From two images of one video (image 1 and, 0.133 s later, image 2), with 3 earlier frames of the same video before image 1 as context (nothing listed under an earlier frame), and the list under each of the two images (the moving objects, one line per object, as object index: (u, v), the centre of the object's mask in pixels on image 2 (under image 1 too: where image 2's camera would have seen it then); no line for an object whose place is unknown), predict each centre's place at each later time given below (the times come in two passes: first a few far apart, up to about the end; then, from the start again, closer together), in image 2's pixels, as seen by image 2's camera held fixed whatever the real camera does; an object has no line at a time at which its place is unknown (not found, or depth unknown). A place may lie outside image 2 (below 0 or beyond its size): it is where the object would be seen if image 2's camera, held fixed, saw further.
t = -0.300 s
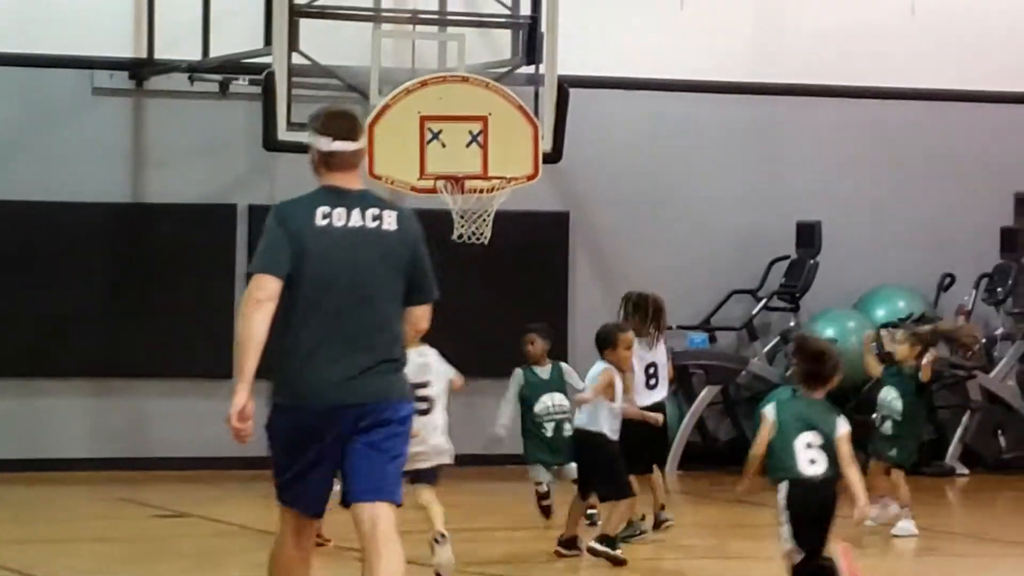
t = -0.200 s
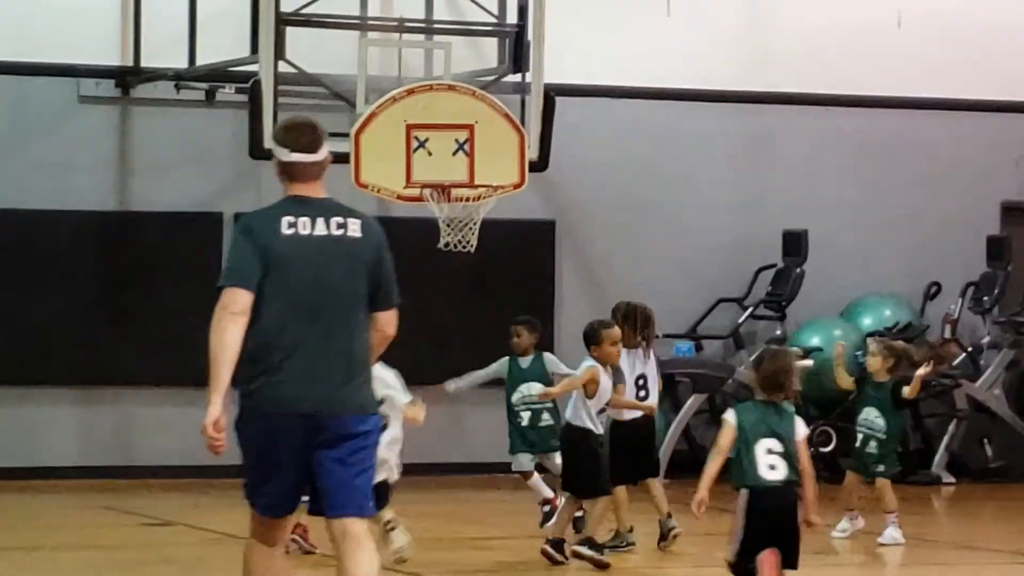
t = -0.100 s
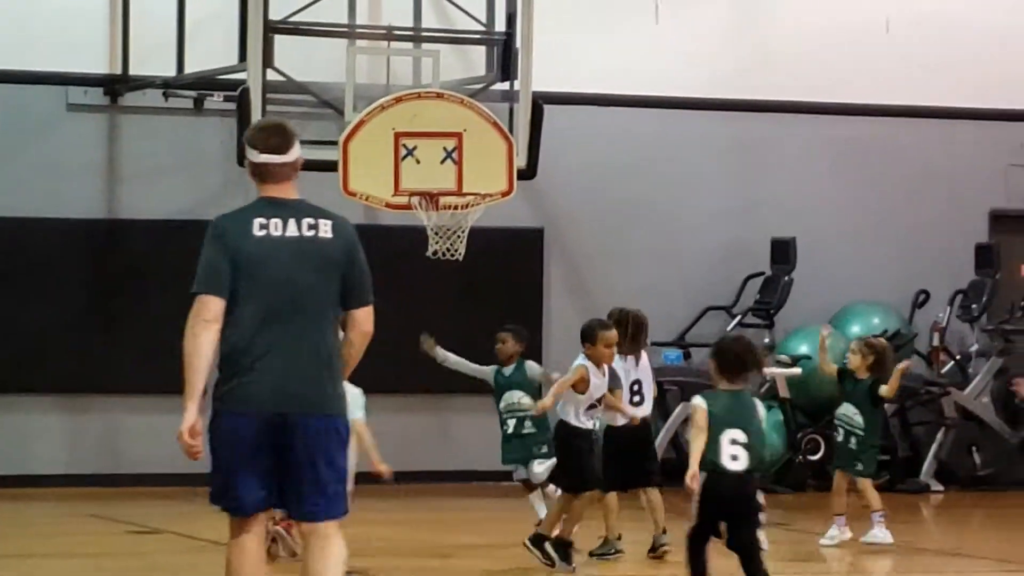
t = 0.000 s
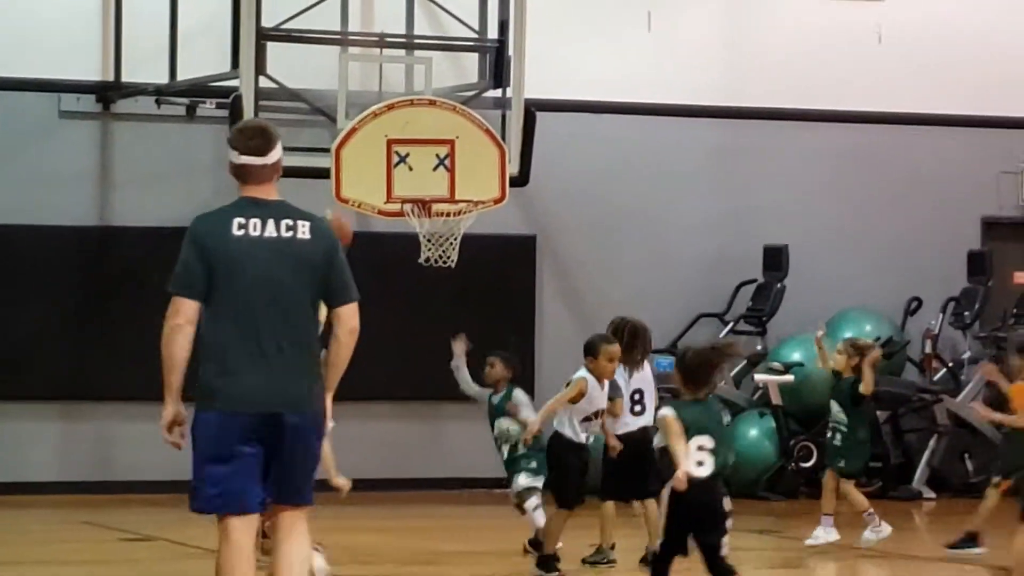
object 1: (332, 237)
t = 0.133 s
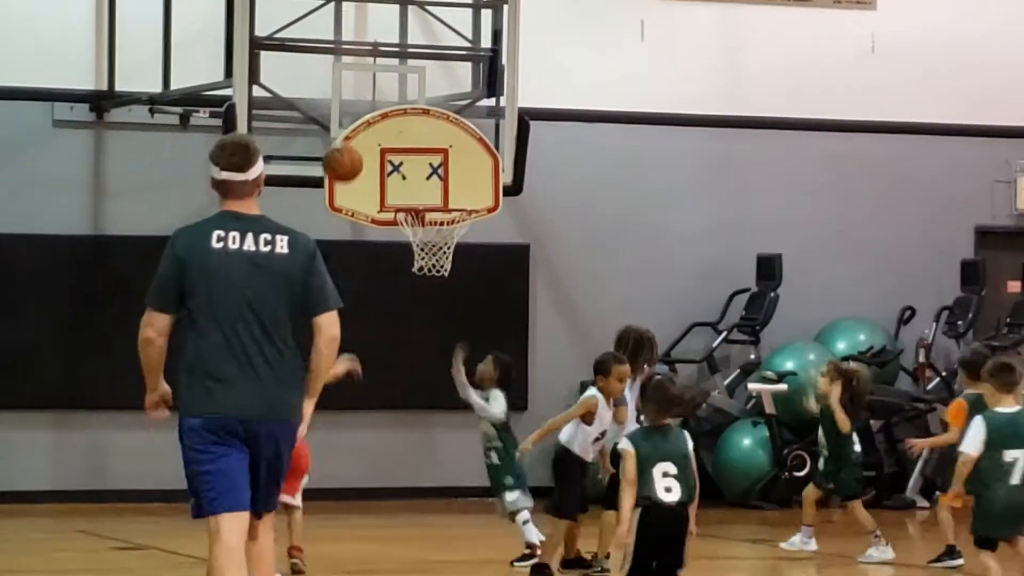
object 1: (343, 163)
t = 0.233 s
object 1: (356, 127)
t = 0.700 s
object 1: (403, 194)
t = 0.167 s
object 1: (346, 149)
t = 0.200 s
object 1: (351, 136)
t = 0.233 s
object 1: (356, 127)
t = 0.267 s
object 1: (360, 119)
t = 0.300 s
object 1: (364, 113)
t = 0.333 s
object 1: (368, 109)
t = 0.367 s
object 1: (372, 107)
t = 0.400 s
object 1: (375, 108)
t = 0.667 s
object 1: (401, 177)
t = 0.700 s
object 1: (403, 194)
